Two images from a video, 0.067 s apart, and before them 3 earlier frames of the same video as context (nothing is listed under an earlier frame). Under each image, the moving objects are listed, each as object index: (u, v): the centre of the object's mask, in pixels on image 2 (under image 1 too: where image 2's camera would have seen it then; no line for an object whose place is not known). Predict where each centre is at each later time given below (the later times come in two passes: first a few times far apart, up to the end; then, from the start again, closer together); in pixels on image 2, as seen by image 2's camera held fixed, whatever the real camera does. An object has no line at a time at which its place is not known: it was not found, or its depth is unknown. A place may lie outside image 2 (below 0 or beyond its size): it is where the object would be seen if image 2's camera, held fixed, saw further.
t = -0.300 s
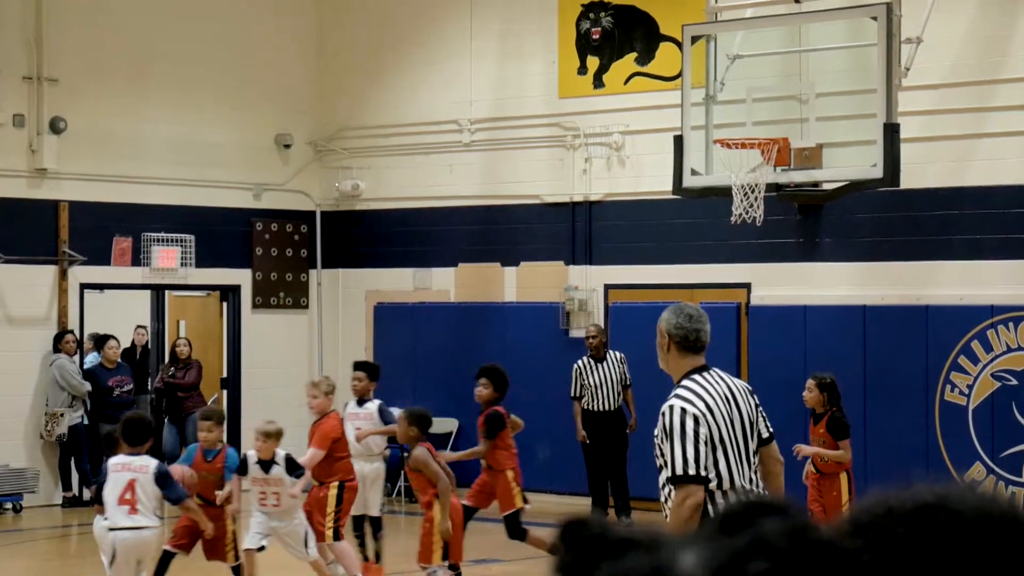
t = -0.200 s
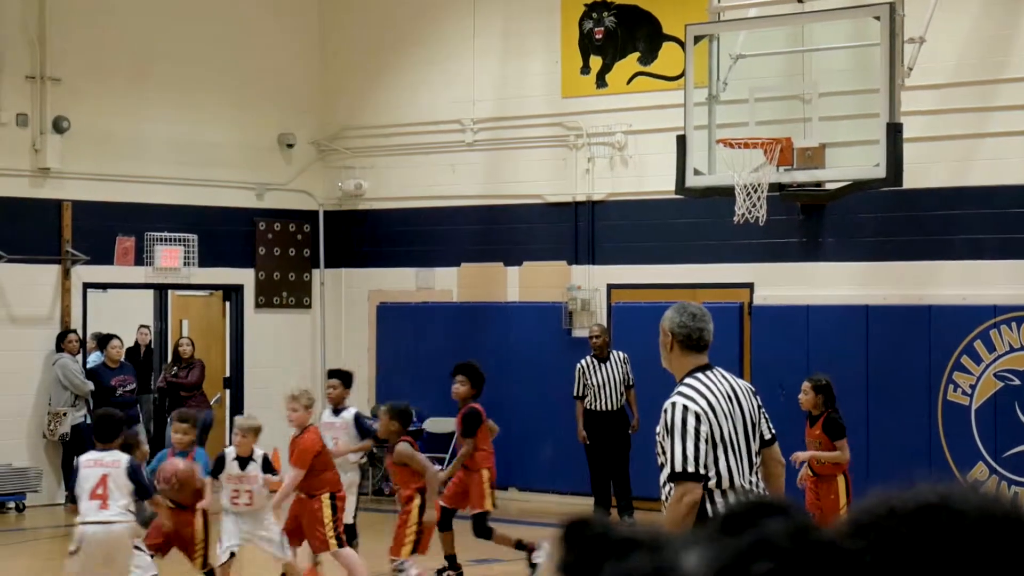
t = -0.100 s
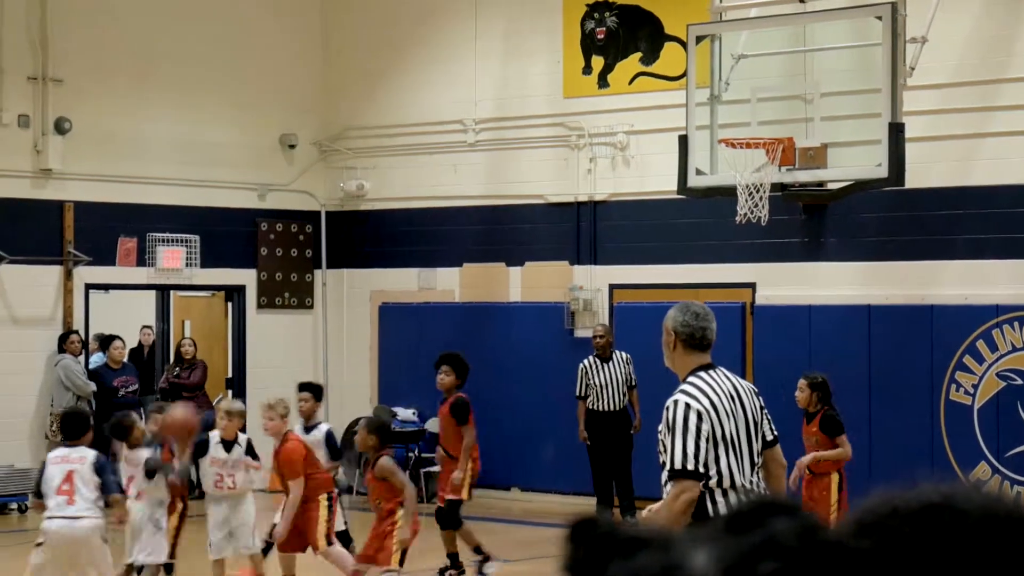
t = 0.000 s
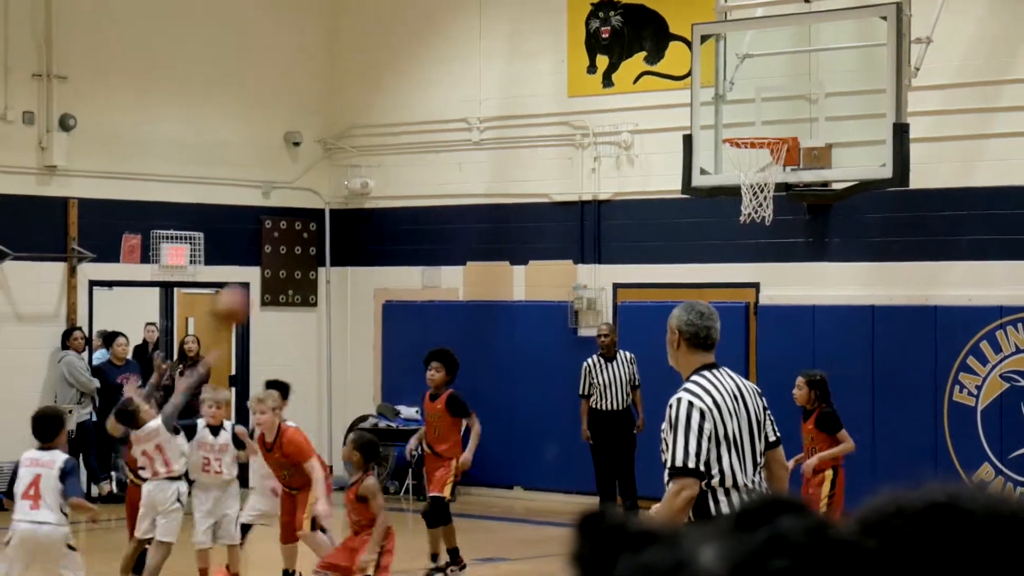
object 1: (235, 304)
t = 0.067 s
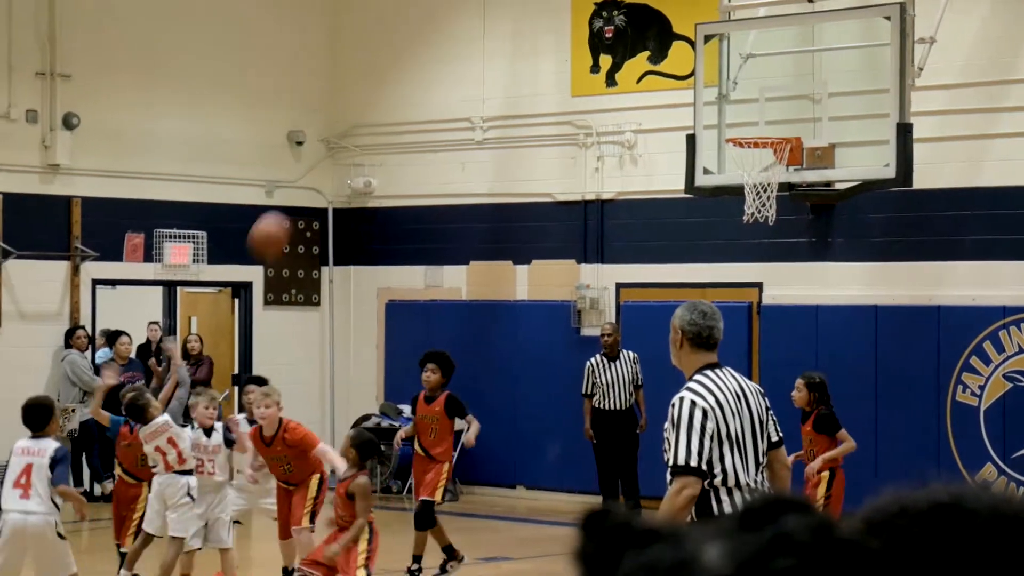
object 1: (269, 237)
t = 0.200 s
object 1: (341, 115)
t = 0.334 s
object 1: (408, 27)
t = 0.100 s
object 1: (287, 203)
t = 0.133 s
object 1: (306, 171)
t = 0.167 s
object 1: (323, 141)
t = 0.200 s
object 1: (341, 115)
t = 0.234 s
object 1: (357, 91)
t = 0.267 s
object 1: (374, 67)
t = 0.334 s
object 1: (408, 27)
